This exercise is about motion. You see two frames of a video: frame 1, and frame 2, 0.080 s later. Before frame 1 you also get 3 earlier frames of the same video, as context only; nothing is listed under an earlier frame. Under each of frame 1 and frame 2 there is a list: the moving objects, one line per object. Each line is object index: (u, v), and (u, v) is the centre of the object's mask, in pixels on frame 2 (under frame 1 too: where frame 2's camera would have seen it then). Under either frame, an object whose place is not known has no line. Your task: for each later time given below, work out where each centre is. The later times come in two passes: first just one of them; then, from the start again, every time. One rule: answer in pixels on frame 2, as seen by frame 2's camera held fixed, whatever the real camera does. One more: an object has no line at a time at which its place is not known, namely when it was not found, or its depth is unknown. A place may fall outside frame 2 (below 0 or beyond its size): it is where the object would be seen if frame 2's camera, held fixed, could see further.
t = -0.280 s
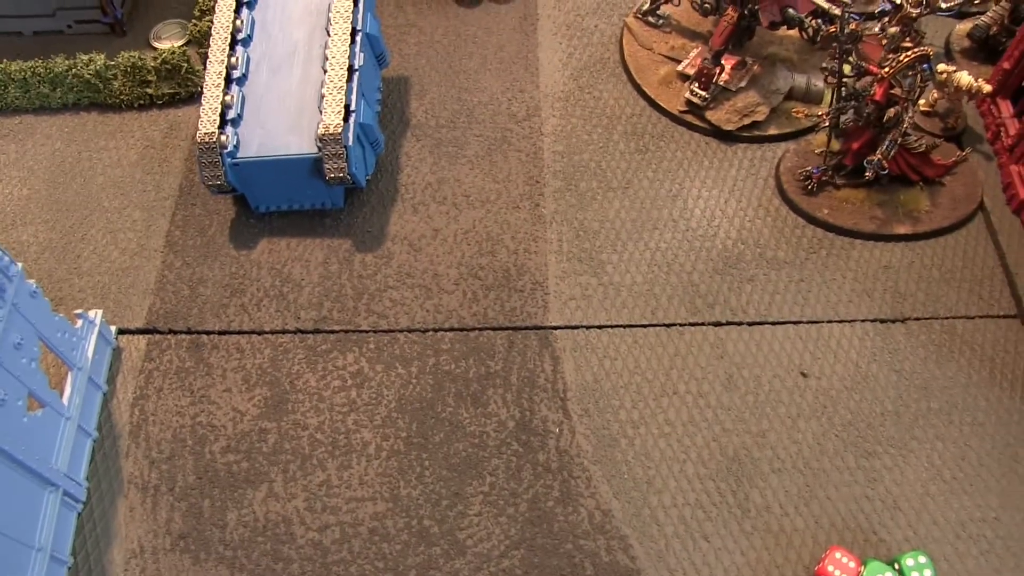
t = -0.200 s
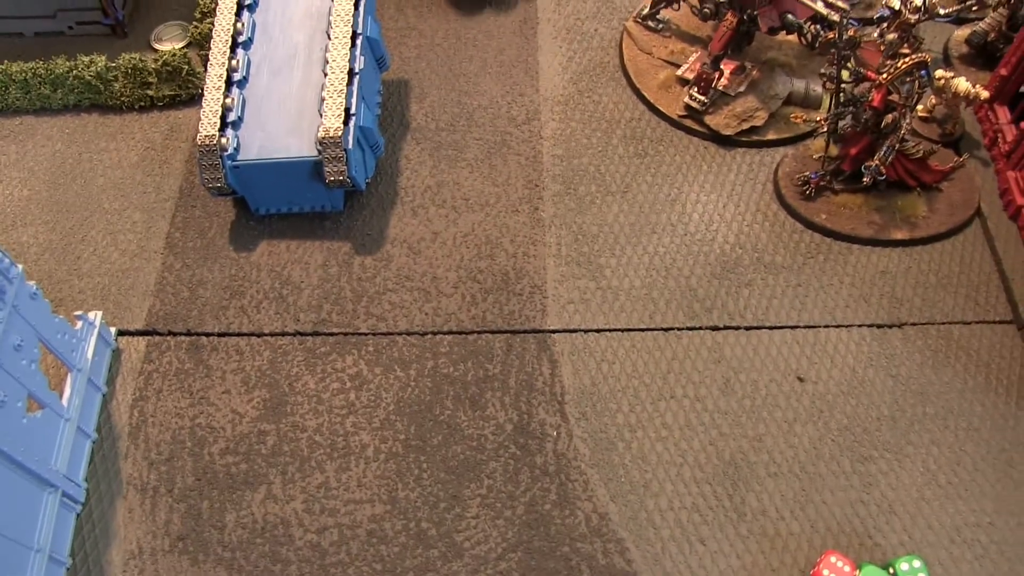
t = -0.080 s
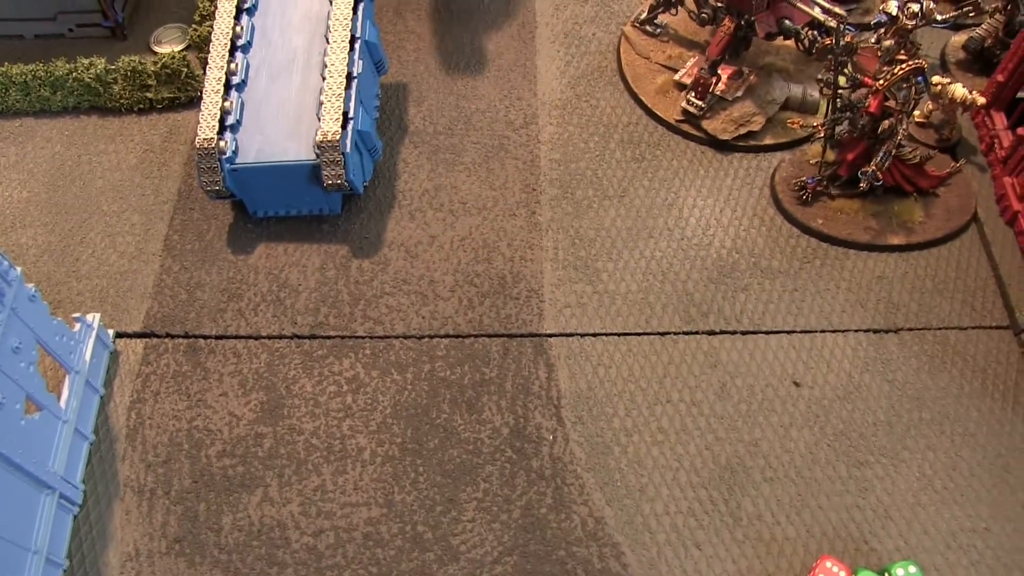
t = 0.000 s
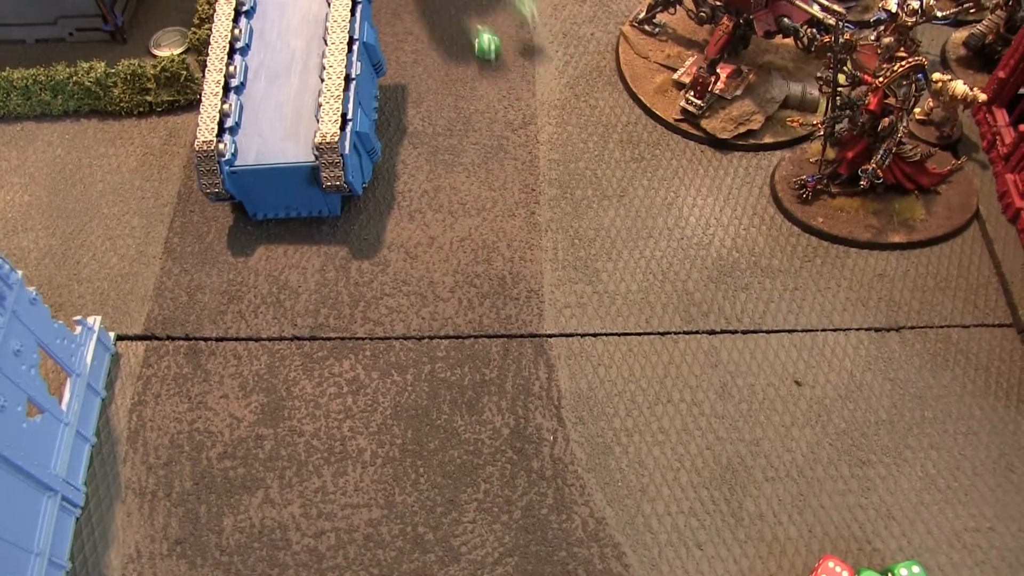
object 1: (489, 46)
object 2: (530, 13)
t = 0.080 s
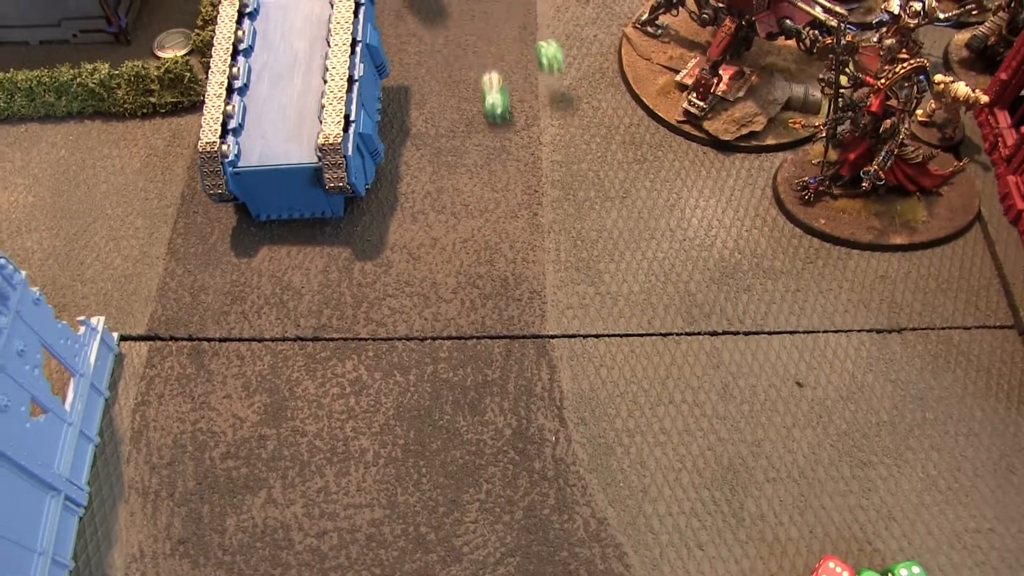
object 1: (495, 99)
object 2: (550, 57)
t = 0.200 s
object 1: (509, 181)
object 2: (563, 154)
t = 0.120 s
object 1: (497, 125)
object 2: (561, 94)
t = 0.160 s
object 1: (497, 154)
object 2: (564, 125)
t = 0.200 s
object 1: (509, 181)
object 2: (563, 154)
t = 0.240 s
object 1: (519, 205)
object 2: (565, 183)
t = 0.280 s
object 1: (528, 226)
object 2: (573, 211)
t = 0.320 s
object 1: (535, 244)
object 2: (583, 223)
